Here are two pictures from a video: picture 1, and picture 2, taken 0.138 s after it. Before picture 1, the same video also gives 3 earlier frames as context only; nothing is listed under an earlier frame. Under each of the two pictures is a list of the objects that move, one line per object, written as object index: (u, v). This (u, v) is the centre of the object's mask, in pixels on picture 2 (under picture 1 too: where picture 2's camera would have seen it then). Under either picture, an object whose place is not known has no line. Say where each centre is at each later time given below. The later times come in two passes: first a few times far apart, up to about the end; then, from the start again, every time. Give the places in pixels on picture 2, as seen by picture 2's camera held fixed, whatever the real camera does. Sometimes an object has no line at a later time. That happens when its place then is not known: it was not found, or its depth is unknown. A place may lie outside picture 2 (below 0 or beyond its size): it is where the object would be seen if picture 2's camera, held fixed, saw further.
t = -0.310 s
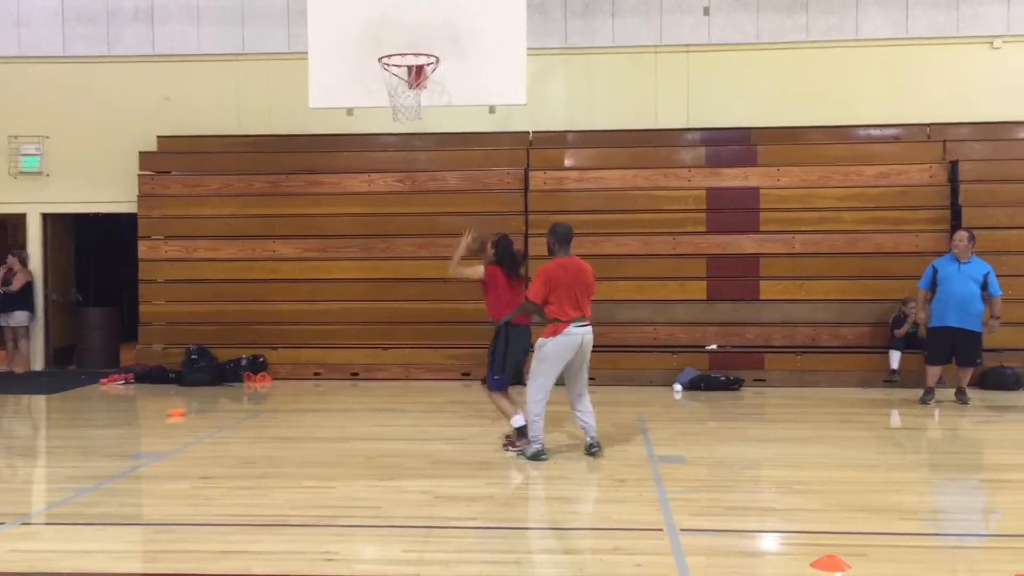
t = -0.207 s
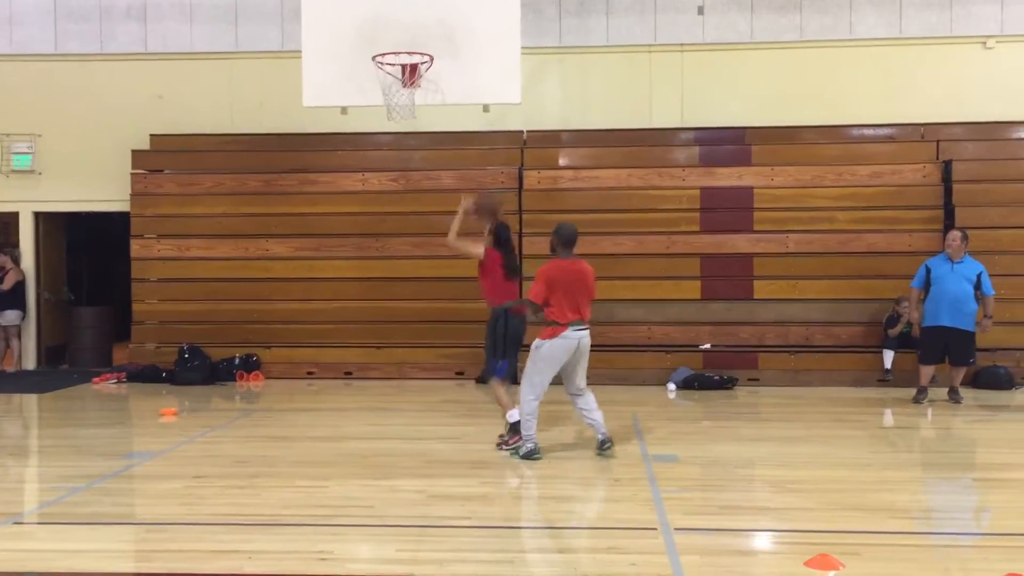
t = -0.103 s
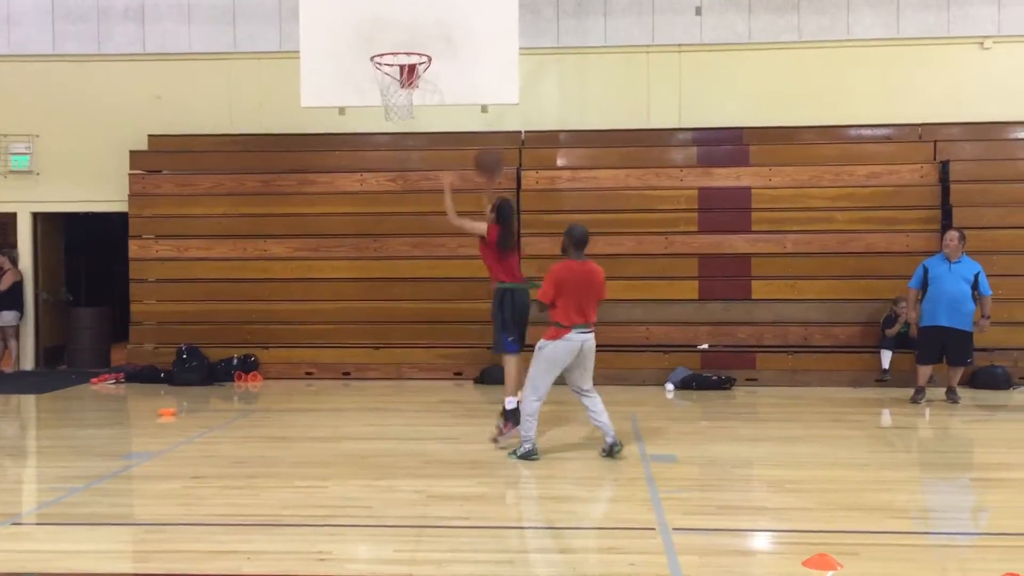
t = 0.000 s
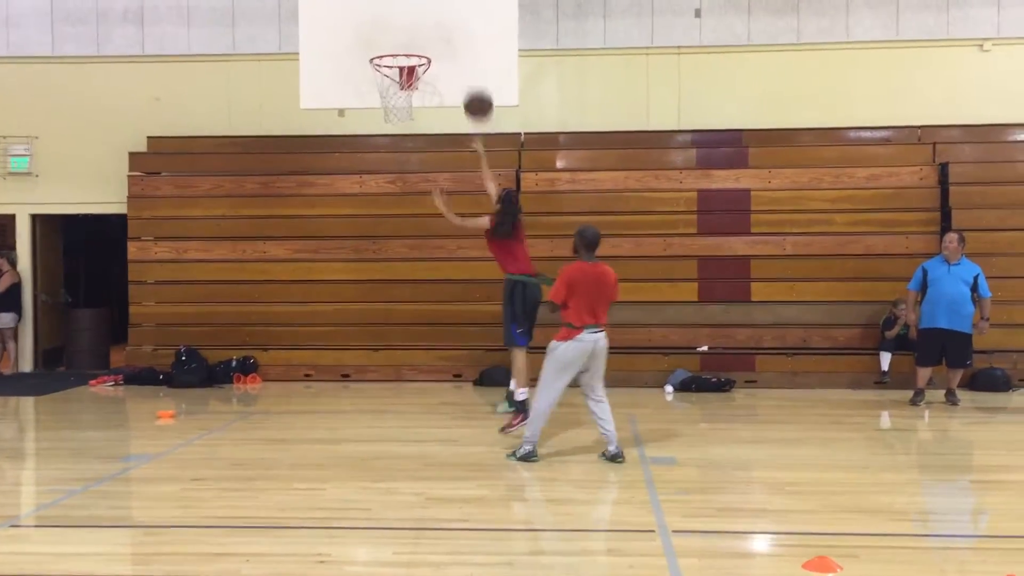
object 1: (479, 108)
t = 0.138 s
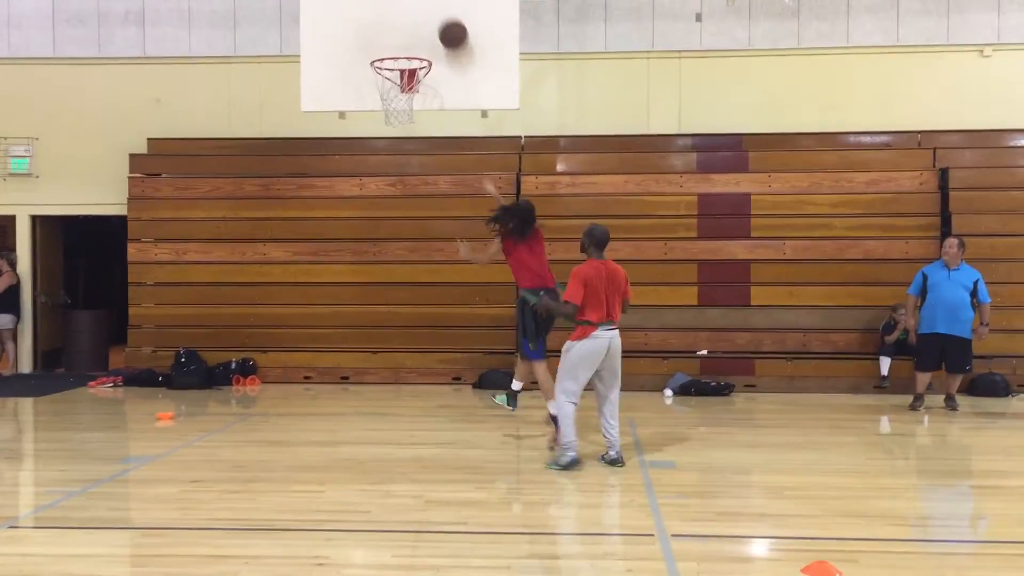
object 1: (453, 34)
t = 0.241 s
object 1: (438, 9)
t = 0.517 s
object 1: (414, 14)
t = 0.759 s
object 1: (394, 91)
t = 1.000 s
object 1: (396, 164)
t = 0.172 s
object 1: (448, 24)
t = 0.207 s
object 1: (443, 15)
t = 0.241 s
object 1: (438, 9)
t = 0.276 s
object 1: (434, 7)
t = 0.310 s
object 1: (432, 5)
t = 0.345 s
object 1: (429, 5)
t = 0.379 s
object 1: (426, 5)
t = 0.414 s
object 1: (423, 6)
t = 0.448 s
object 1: (420, 7)
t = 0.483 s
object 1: (417, 10)
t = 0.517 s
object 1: (414, 14)
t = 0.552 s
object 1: (412, 21)
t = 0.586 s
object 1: (408, 29)
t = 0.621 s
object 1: (405, 39)
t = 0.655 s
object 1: (403, 48)
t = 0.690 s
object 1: (398, 62)
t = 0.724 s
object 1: (396, 77)
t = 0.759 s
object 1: (394, 91)
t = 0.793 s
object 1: (394, 99)
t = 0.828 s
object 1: (393, 107)
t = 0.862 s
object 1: (394, 115)
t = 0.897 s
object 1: (395, 124)
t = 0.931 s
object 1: (395, 135)
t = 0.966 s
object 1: (396, 146)
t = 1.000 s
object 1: (396, 164)
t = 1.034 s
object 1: (398, 174)
